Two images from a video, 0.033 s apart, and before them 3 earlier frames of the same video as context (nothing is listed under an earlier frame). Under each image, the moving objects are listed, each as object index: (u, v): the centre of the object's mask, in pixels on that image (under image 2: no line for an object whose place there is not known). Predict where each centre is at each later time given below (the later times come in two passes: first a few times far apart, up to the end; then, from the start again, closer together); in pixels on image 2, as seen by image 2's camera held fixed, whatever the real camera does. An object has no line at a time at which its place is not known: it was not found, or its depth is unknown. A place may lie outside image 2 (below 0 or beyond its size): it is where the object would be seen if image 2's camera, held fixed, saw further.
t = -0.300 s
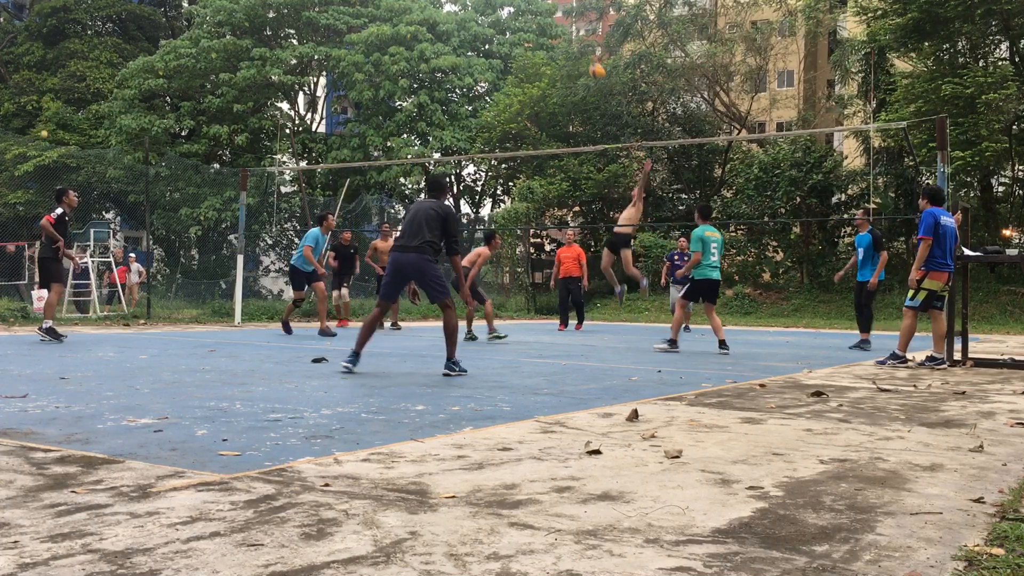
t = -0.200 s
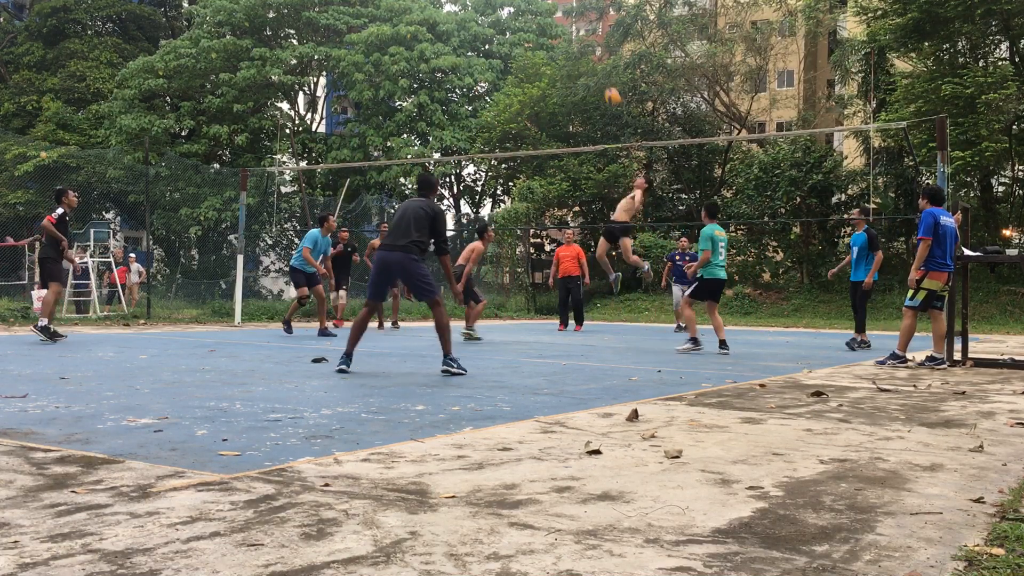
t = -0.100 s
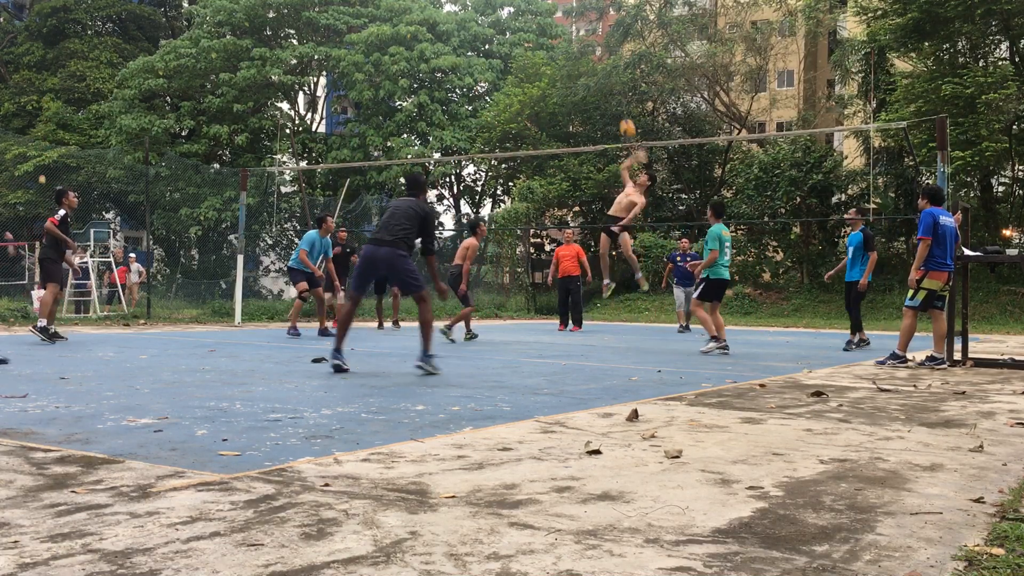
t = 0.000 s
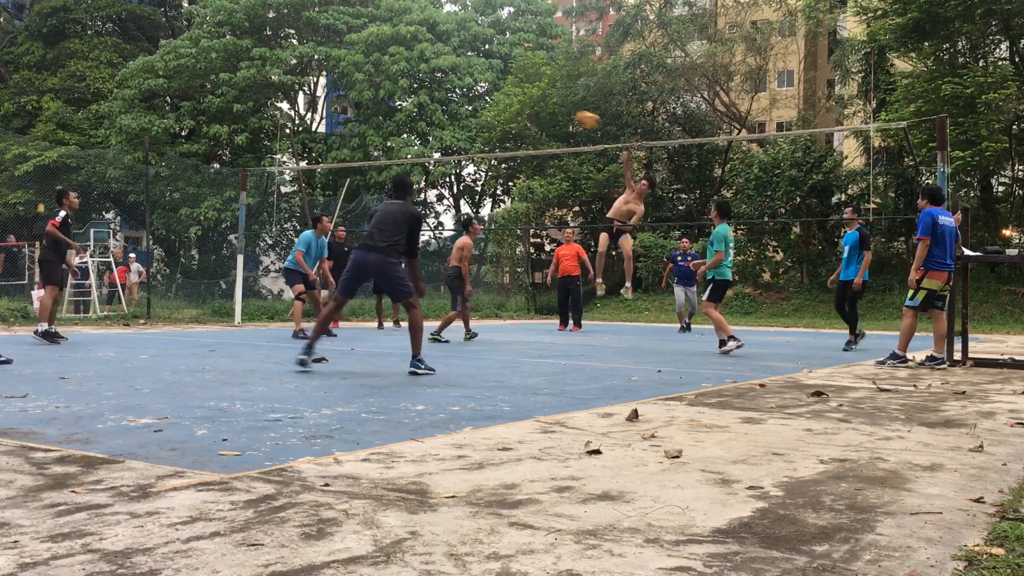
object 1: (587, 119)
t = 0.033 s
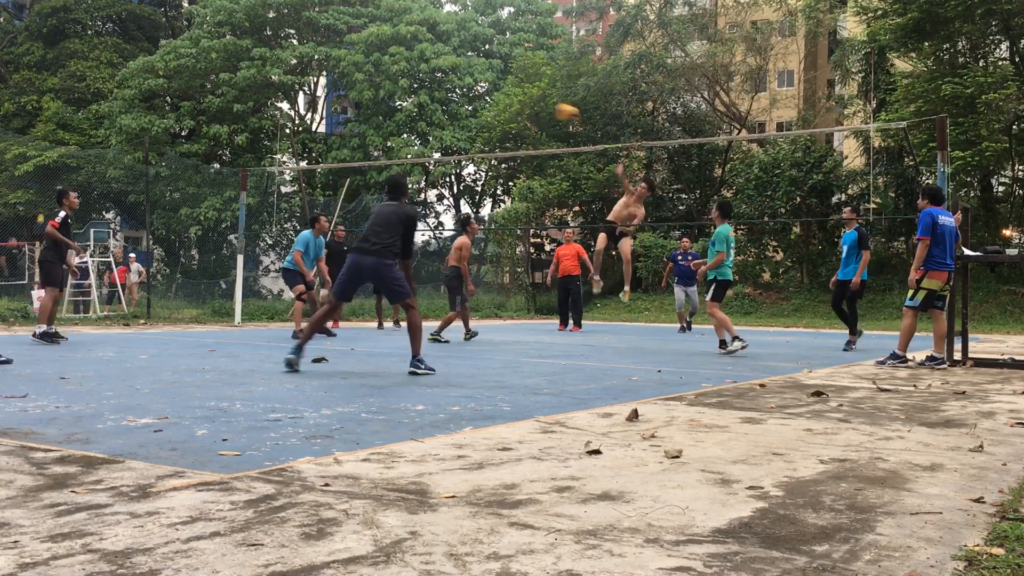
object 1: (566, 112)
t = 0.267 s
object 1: (375, 90)
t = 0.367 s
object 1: (256, 101)
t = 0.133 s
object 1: (495, 95)
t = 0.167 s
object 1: (467, 93)
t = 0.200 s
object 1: (437, 90)
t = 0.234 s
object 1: (407, 89)
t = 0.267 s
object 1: (375, 90)
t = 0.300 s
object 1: (339, 91)
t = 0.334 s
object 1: (299, 95)
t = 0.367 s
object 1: (256, 101)
